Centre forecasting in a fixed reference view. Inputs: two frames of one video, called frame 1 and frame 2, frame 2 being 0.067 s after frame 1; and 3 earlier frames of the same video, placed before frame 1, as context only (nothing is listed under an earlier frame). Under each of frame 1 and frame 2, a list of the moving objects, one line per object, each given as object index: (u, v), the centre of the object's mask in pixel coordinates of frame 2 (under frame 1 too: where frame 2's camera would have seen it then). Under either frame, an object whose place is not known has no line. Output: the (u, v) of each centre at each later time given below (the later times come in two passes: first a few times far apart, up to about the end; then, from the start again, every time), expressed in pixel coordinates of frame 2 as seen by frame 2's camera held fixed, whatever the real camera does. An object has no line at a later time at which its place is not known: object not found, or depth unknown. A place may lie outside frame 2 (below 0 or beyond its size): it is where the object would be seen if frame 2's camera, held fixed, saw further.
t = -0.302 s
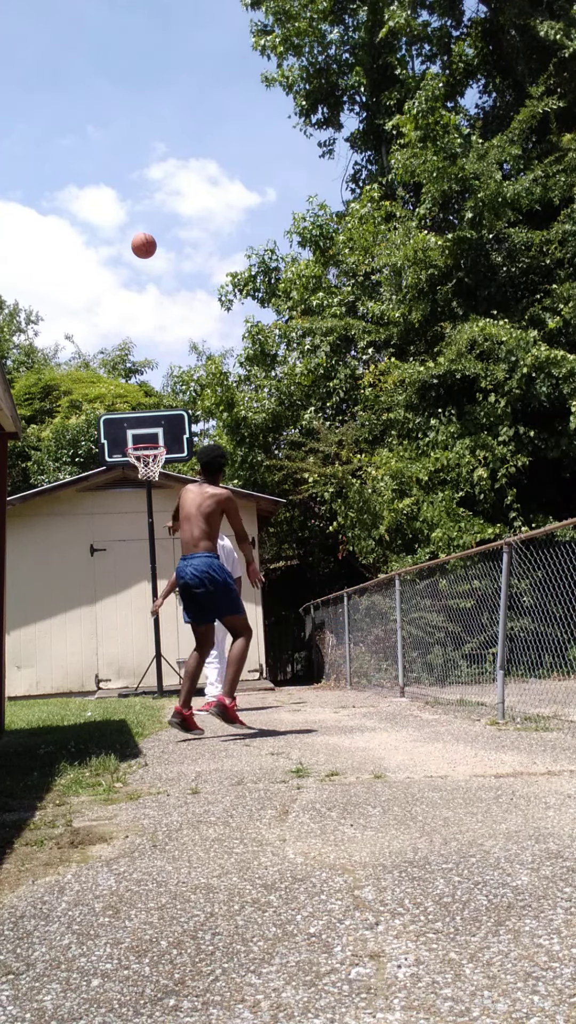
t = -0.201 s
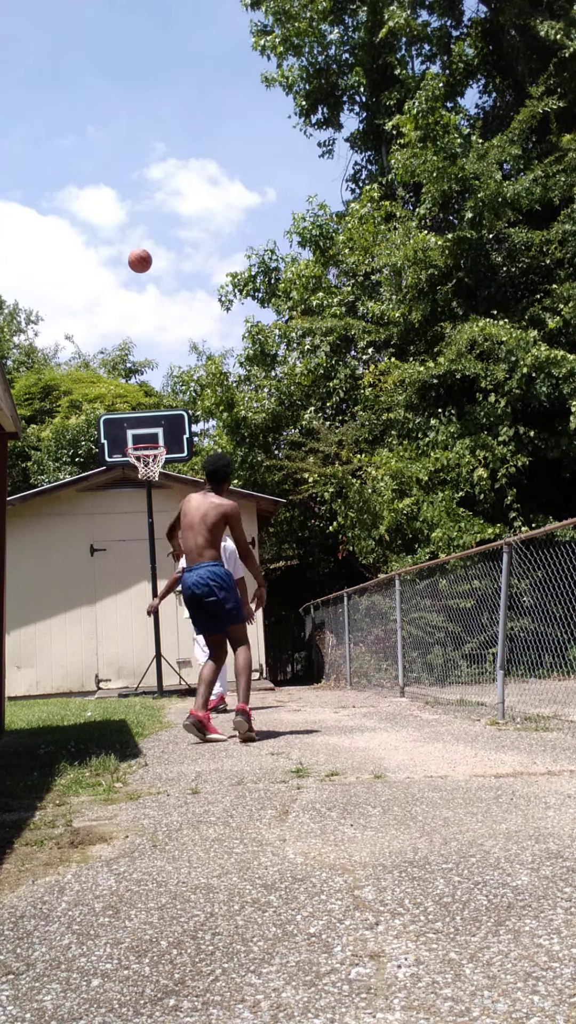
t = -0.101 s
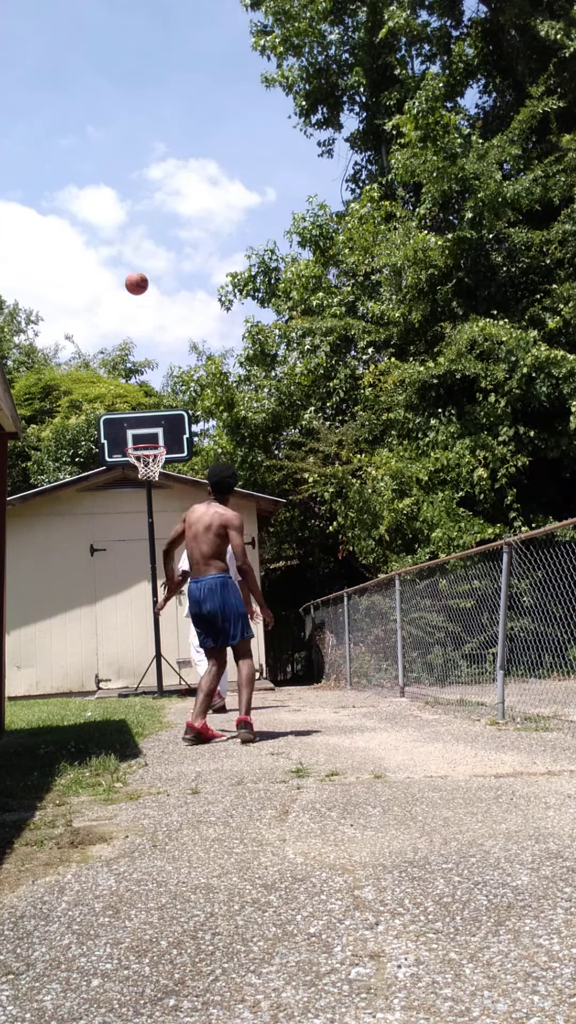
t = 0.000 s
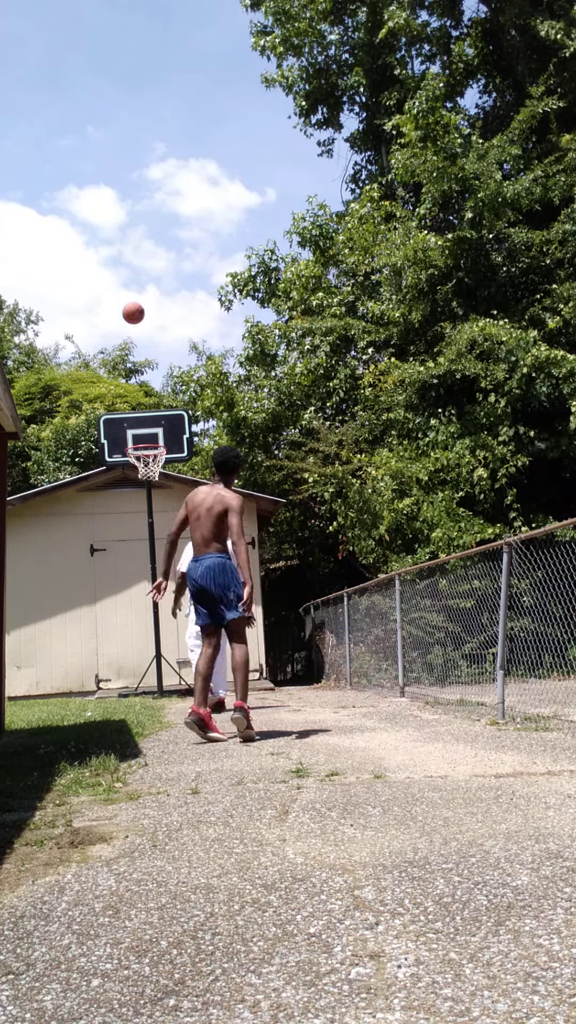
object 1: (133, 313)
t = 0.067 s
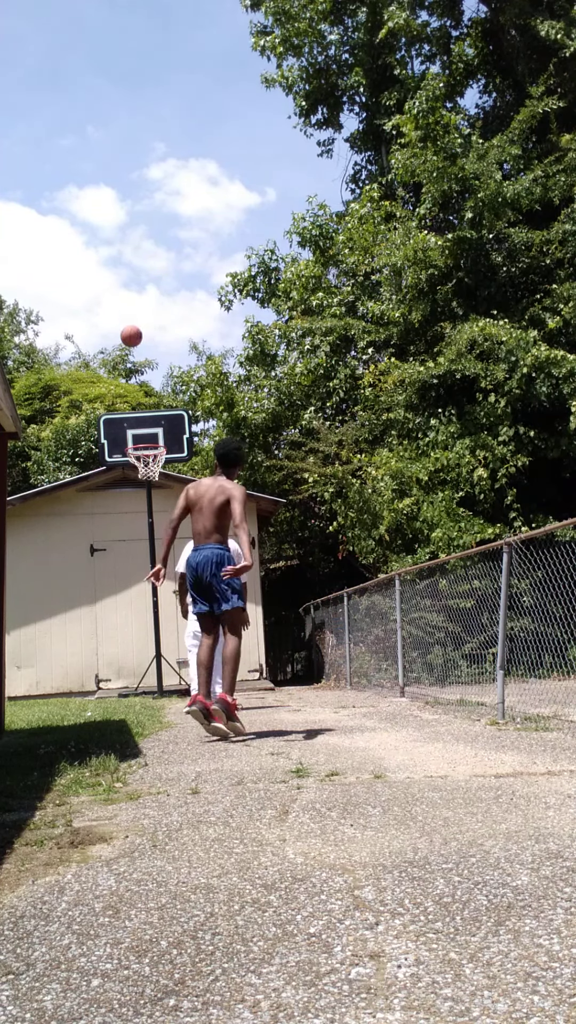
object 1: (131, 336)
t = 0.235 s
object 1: (126, 404)
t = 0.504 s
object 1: (97, 414)
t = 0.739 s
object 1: (69, 408)
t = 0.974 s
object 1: (37, 454)
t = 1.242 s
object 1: (10, 557)
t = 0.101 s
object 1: (130, 348)
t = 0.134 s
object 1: (129, 362)
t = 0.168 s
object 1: (128, 375)
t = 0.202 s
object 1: (127, 389)
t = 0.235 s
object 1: (126, 404)
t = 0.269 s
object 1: (125, 420)
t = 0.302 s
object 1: (124, 436)
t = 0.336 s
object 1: (121, 439)
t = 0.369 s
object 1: (116, 433)
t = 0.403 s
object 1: (111, 427)
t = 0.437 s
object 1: (106, 423)
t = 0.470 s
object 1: (101, 418)
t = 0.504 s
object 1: (97, 414)
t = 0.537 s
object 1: (93, 410)
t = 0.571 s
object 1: (89, 408)
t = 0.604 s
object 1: (85, 406)
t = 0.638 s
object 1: (81, 405)
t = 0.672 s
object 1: (77, 405)
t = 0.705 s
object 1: (73, 407)
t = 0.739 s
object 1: (69, 408)
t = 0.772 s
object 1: (61, 414)
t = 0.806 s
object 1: (57, 418)
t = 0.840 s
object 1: (53, 424)
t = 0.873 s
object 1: (48, 431)
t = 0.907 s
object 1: (45, 437)
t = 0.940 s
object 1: (41, 445)
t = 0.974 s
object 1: (37, 454)
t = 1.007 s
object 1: (33, 464)
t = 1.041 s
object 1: (28, 475)
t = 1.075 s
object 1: (24, 486)
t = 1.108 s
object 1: (20, 498)
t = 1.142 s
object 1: (16, 511)
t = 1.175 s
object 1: (14, 526)
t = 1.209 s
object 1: (12, 541)
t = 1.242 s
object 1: (10, 557)
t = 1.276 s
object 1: (8, 574)
